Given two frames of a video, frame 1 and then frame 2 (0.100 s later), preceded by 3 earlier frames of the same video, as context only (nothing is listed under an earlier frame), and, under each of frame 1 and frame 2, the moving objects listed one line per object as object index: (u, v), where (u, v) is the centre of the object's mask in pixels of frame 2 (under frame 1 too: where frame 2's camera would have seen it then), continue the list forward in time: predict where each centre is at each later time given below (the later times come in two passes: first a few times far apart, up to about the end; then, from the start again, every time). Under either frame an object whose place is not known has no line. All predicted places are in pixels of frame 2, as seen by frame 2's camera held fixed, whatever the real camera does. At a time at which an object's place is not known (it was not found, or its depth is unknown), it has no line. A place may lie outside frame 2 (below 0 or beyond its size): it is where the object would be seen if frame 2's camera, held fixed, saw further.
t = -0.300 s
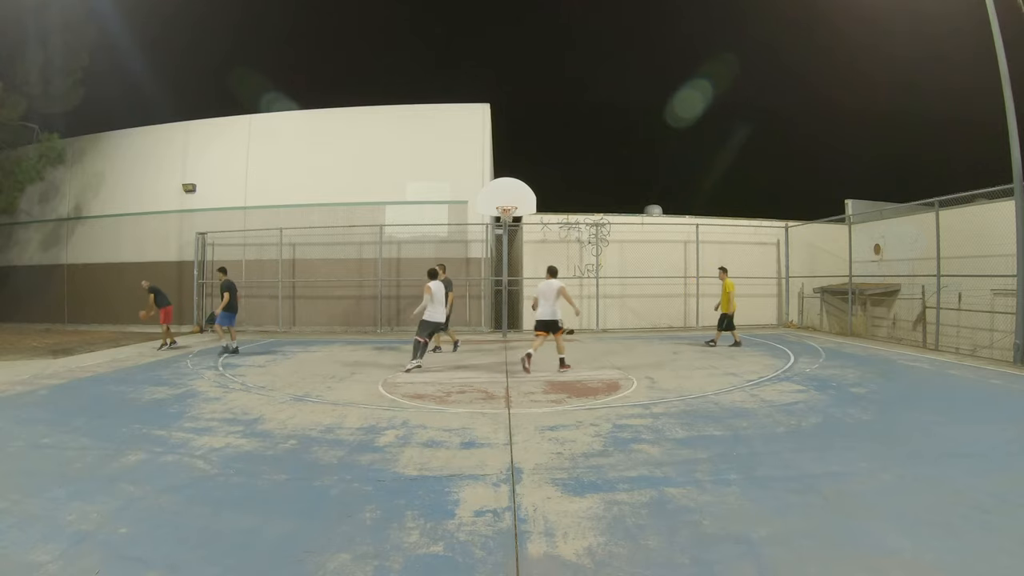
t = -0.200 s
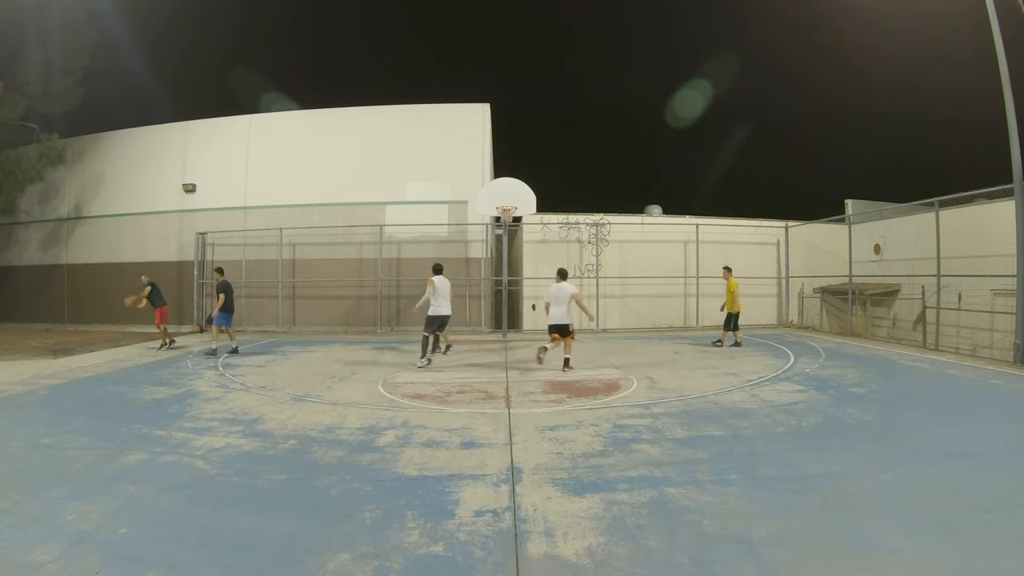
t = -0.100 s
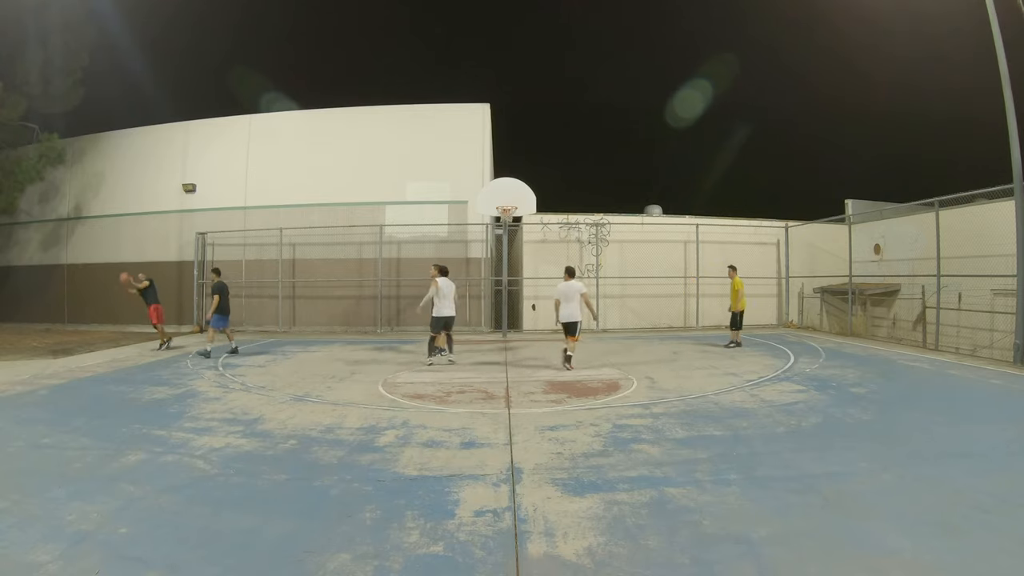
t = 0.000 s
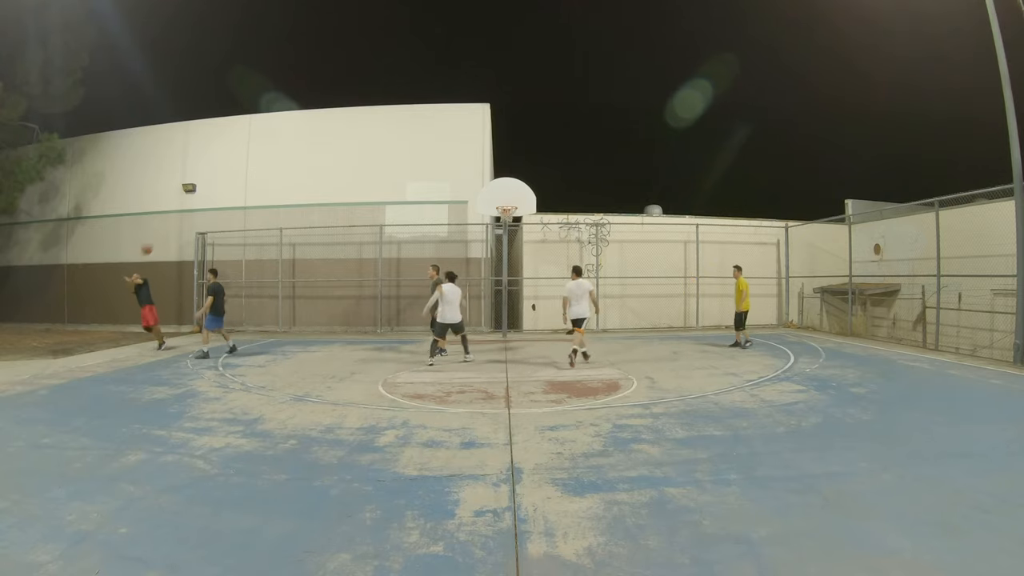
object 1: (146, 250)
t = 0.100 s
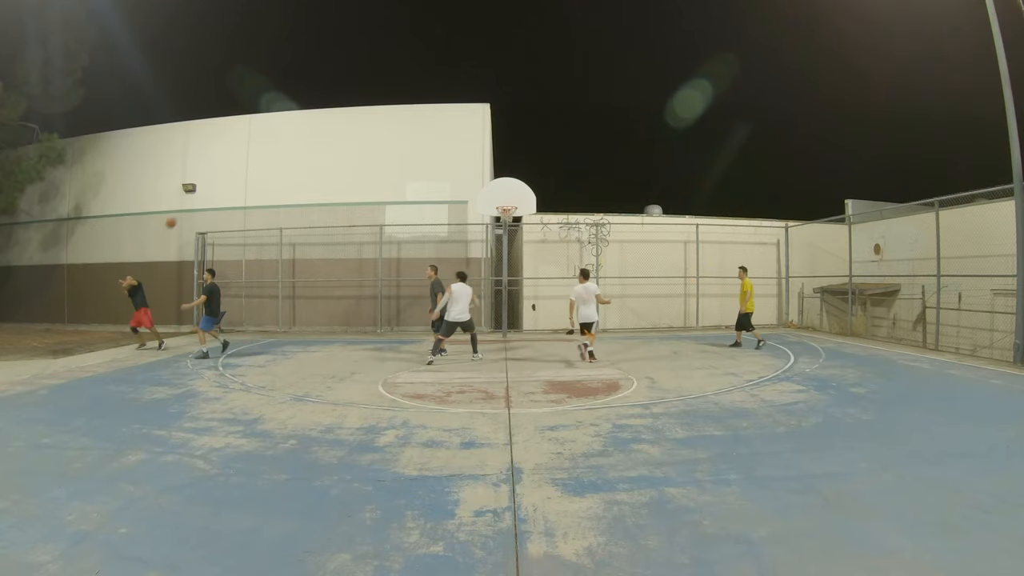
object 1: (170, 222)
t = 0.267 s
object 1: (214, 185)
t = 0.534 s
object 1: (295, 150)
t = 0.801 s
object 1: (390, 152)
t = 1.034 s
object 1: (488, 194)
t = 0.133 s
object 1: (179, 214)
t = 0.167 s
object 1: (187, 207)
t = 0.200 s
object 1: (196, 199)
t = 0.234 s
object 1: (205, 192)
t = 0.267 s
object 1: (214, 185)
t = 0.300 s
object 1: (223, 179)
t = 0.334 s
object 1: (233, 173)
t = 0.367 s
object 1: (243, 168)
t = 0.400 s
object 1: (253, 163)
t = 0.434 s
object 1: (263, 159)
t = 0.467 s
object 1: (273, 155)
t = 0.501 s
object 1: (284, 152)
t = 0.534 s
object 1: (295, 150)
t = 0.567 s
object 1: (305, 148)
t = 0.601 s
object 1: (317, 146)
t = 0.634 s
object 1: (328, 145)
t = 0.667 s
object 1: (340, 145)
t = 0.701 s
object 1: (352, 146)
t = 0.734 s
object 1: (365, 147)
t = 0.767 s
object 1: (377, 149)
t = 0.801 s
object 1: (390, 152)
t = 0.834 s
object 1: (403, 156)
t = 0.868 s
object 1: (416, 160)
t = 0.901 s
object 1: (430, 165)
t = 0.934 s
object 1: (444, 171)
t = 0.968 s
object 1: (459, 178)
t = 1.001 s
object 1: (473, 185)
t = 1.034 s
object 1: (488, 194)
